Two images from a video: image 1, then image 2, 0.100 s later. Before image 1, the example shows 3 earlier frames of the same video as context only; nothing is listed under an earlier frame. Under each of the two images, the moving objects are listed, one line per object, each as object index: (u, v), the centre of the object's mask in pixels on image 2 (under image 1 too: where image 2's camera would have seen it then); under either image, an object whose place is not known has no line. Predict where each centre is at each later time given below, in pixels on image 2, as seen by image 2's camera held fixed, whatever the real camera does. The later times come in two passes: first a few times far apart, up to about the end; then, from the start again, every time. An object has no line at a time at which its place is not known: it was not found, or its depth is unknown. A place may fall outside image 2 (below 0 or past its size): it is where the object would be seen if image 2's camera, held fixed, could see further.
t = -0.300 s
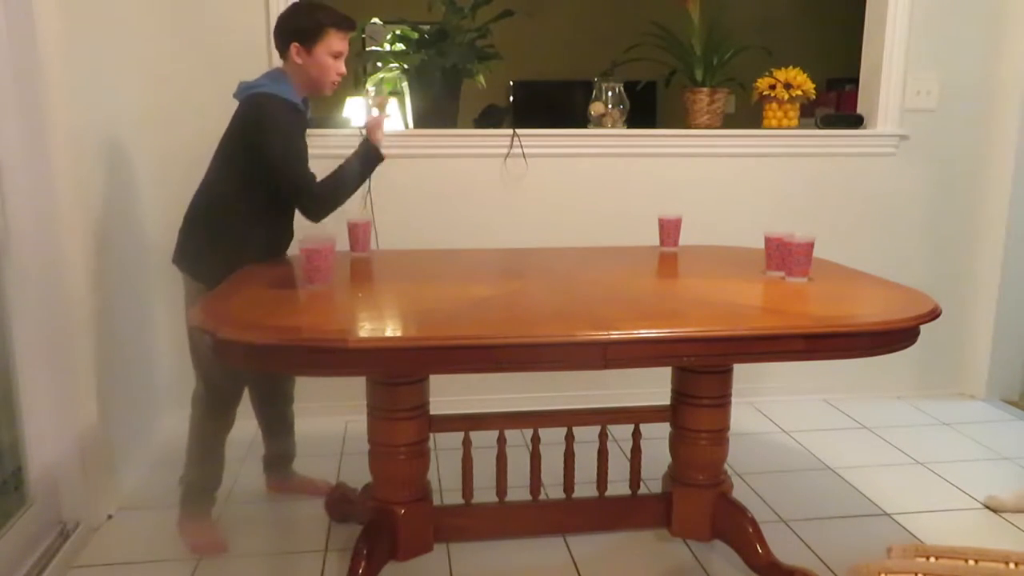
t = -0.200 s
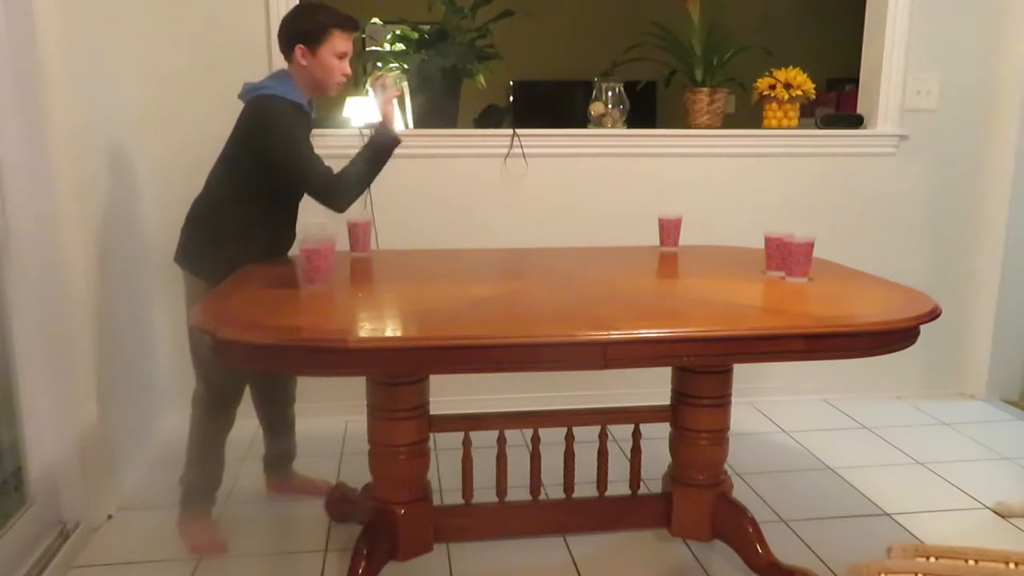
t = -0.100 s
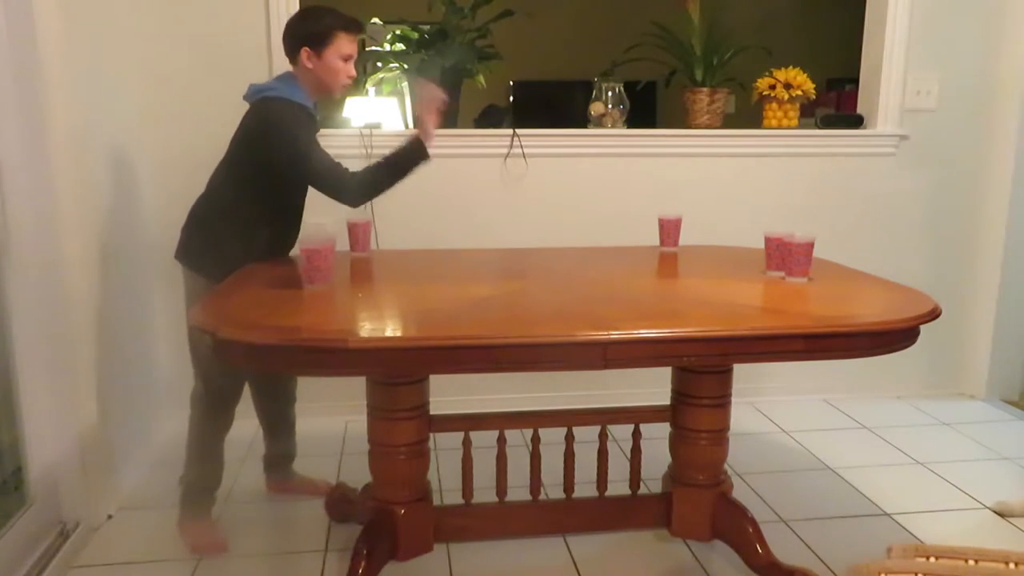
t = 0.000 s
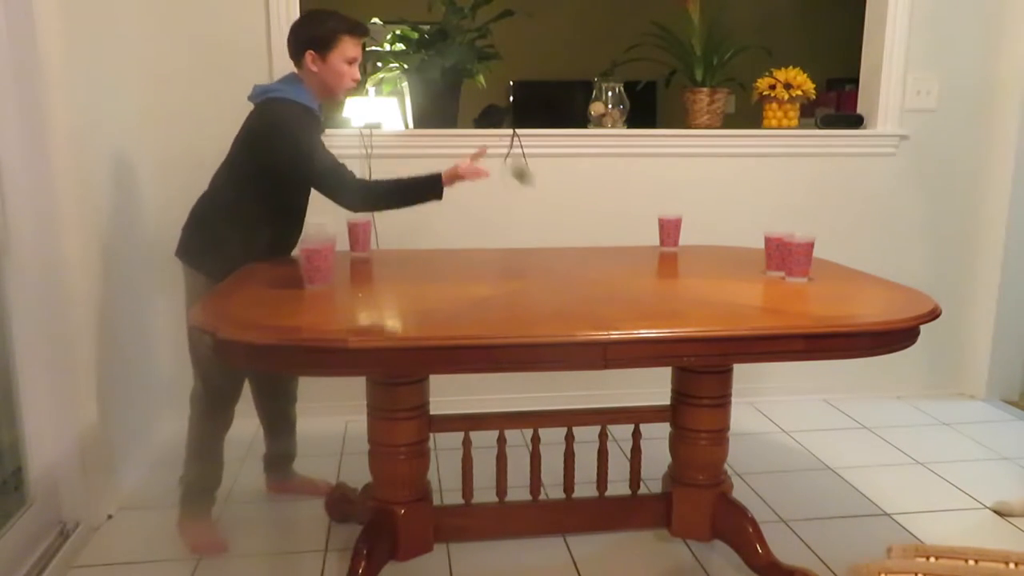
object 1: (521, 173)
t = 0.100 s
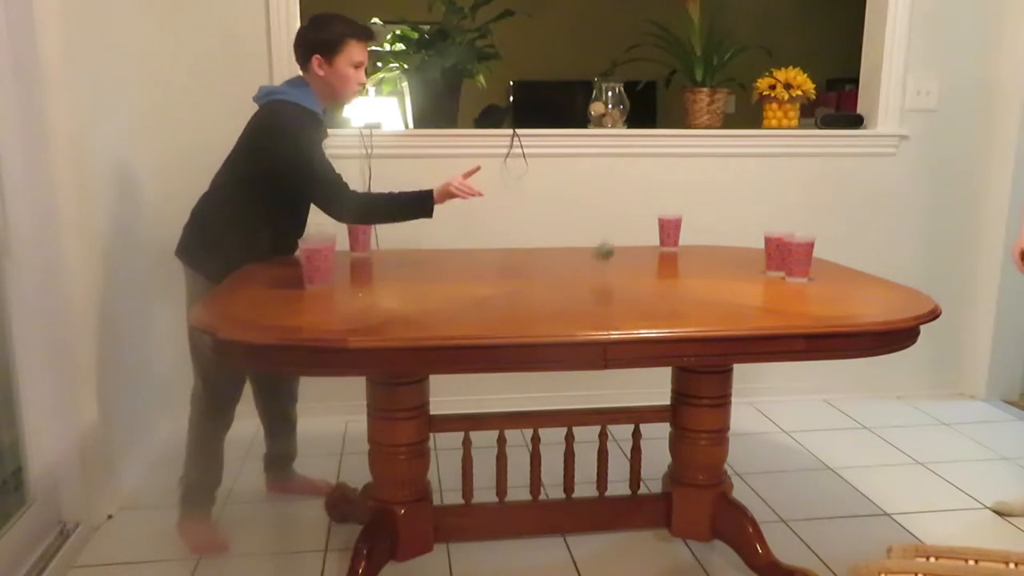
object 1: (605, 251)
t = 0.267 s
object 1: (714, 178)
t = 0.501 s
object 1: (865, 257)
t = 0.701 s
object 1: (985, 224)
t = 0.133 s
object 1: (627, 230)
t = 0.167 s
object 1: (650, 209)
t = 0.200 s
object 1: (670, 195)
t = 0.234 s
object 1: (694, 184)
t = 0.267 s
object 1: (714, 178)
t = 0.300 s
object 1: (737, 176)
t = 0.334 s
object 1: (760, 178)
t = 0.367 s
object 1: (781, 185)
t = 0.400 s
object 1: (803, 196)
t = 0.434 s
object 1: (824, 210)
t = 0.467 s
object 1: (844, 231)
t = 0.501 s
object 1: (865, 257)
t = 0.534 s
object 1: (886, 266)
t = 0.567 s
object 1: (905, 248)
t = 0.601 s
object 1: (927, 237)
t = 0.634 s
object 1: (949, 227)
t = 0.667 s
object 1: (967, 223)
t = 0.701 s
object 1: (985, 224)
